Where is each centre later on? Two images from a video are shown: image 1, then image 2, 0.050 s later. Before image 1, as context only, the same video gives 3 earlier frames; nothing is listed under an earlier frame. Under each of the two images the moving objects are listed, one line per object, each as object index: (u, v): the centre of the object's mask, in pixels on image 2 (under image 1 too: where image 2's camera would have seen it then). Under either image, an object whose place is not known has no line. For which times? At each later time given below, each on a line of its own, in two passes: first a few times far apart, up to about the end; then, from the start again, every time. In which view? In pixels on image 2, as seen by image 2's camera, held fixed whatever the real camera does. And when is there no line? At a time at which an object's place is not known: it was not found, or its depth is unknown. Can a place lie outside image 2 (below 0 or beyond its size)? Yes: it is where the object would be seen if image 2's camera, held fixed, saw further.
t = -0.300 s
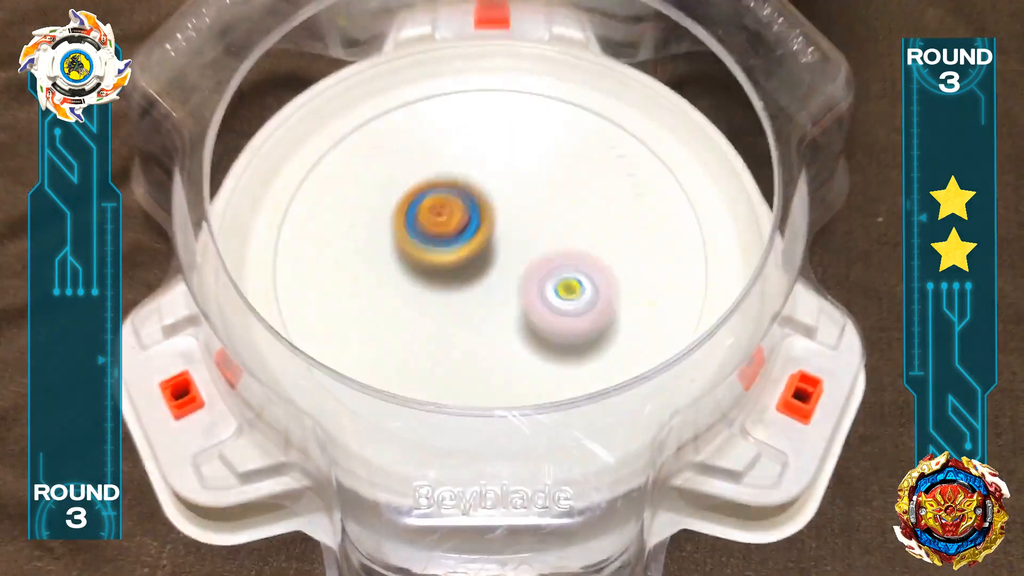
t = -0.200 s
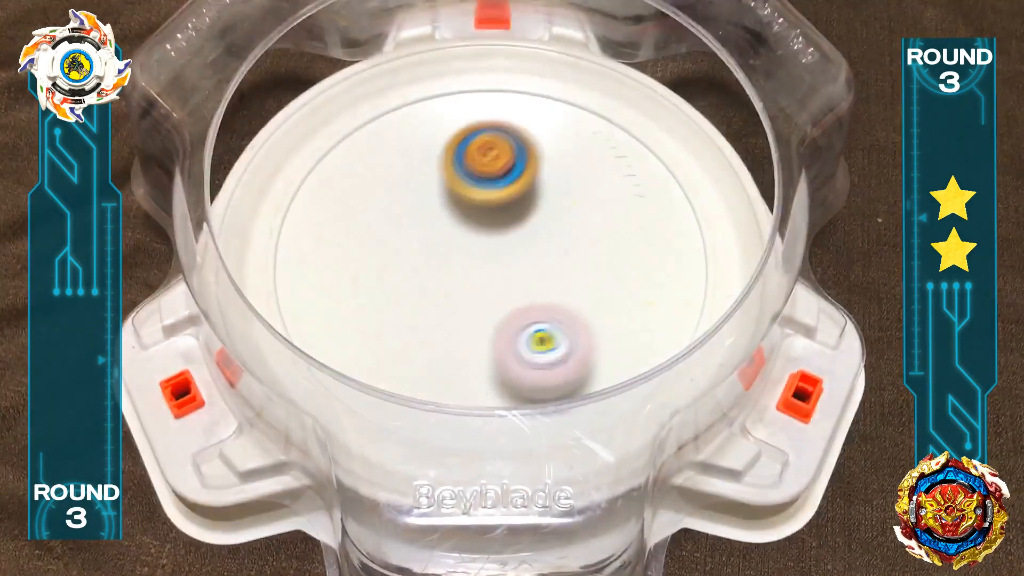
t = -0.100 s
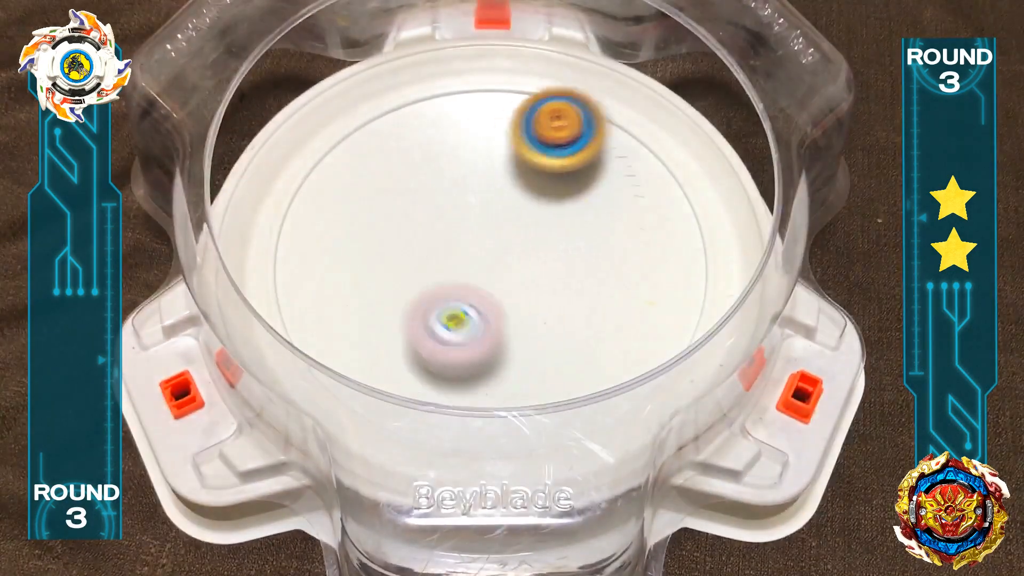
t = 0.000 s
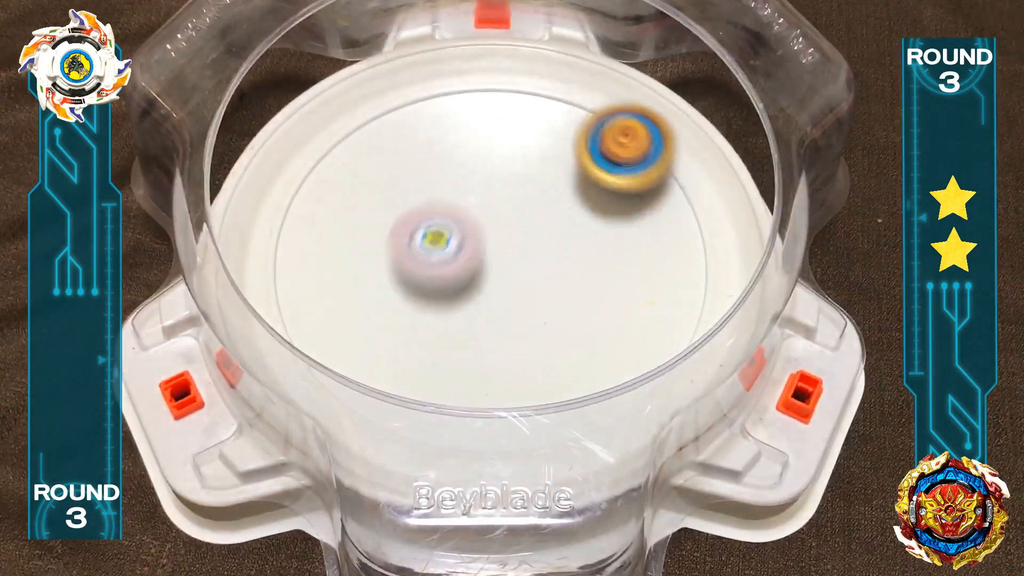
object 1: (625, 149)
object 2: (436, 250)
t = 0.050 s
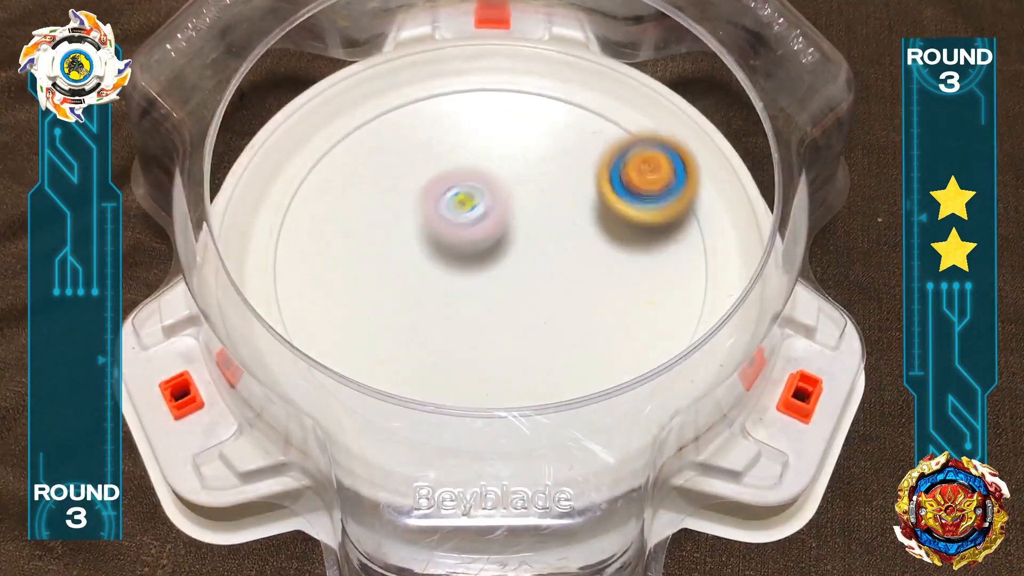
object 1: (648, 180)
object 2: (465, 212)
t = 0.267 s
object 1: (528, 365)
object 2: (661, 249)
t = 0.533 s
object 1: (248, 219)
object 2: (442, 331)
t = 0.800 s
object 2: (520, 93)
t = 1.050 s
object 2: (679, 266)
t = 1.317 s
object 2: (599, 341)
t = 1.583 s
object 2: (468, 185)
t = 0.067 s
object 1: (652, 195)
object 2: (479, 203)
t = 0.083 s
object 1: (654, 211)
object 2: (495, 194)
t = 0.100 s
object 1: (655, 226)
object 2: (511, 188)
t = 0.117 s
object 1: (652, 244)
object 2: (529, 184)
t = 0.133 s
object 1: (648, 262)
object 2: (548, 182)
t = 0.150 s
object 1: (641, 278)
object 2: (566, 182)
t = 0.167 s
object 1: (632, 296)
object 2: (583, 186)
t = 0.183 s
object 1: (620, 313)
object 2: (601, 191)
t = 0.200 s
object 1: (606, 328)
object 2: (617, 200)
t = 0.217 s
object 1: (588, 341)
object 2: (631, 209)
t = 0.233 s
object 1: (569, 352)
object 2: (643, 220)
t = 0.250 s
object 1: (550, 360)
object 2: (653, 234)
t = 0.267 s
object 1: (528, 365)
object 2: (661, 249)
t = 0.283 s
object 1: (505, 382)
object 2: (666, 266)
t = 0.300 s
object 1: (481, 387)
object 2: (668, 281)
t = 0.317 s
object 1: (456, 388)
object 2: (666, 297)
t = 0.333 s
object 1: (429, 387)
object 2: (660, 310)
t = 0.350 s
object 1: (403, 384)
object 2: (650, 323)
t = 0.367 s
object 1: (376, 380)
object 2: (637, 334)
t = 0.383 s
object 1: (352, 373)
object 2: (620, 345)
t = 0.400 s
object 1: (329, 362)
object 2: (602, 360)
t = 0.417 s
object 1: (309, 348)
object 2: (584, 366)
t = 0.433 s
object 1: (290, 334)
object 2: (561, 364)
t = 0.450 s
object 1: (273, 320)
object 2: (540, 367)
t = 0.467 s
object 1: (257, 304)
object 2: (518, 365)
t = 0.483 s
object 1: (248, 283)
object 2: (499, 361)
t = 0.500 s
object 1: (248, 263)
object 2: (478, 354)
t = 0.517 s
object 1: (248, 242)
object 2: (458, 342)
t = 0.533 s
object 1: (248, 219)
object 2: (442, 331)
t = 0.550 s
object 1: (251, 196)
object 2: (428, 316)
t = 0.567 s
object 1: (254, 173)
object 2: (416, 301)
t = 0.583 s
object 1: (260, 149)
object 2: (406, 283)
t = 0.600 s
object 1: (268, 128)
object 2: (399, 263)
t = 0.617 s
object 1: (277, 105)
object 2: (395, 245)
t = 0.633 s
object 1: (289, 86)
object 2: (395, 228)
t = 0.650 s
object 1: (304, 67)
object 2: (397, 209)
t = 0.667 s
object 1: (316, 56)
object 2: (403, 192)
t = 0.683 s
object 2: (412, 175)
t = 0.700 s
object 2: (423, 158)
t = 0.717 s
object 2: (433, 145)
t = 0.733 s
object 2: (447, 131)
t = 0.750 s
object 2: (463, 118)
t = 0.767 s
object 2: (480, 108)
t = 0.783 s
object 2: (499, 99)
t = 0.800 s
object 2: (520, 93)
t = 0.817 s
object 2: (540, 91)
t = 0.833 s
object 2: (560, 90)
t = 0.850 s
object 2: (580, 91)
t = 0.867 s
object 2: (599, 97)
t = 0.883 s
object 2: (615, 114)
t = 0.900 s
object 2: (630, 125)
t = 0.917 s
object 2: (646, 136)
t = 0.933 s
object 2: (658, 148)
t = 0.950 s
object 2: (668, 164)
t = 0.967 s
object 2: (677, 179)
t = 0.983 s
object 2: (683, 196)
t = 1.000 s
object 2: (687, 214)
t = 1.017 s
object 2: (686, 231)
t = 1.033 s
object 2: (685, 249)
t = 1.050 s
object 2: (679, 266)
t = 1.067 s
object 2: (675, 282)
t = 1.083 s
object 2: (692, 282)
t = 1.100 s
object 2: (699, 282)
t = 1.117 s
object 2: (700, 280)
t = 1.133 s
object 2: (699, 283)
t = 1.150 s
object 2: (696, 287)
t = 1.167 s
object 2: (693, 292)
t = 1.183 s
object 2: (688, 296)
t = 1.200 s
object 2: (681, 299)
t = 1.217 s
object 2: (672, 305)
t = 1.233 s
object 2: (663, 312)
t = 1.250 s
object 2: (653, 318)
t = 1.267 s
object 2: (642, 326)
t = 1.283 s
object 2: (627, 332)
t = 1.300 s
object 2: (613, 338)
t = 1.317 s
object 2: (599, 341)
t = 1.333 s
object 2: (583, 344)
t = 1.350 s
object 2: (568, 342)
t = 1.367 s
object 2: (551, 339)
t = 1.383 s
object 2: (535, 332)
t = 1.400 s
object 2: (519, 326)
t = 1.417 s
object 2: (504, 316)
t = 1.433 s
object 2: (492, 305)
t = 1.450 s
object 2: (481, 293)
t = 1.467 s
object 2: (472, 281)
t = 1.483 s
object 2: (465, 268)
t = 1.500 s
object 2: (461, 254)
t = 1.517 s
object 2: (459, 239)
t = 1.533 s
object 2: (458, 226)
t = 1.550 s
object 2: (459, 211)
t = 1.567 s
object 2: (463, 197)
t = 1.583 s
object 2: (468, 185)
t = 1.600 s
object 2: (476, 173)
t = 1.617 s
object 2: (484, 162)
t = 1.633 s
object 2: (494, 153)
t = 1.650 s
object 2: (505, 145)
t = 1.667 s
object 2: (518, 136)
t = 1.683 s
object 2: (531, 131)
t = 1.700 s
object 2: (545, 127)
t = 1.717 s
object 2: (559, 125)
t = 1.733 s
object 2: (572, 125)
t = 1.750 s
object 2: (586, 127)
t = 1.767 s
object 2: (597, 130)
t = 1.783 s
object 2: (608, 135)
